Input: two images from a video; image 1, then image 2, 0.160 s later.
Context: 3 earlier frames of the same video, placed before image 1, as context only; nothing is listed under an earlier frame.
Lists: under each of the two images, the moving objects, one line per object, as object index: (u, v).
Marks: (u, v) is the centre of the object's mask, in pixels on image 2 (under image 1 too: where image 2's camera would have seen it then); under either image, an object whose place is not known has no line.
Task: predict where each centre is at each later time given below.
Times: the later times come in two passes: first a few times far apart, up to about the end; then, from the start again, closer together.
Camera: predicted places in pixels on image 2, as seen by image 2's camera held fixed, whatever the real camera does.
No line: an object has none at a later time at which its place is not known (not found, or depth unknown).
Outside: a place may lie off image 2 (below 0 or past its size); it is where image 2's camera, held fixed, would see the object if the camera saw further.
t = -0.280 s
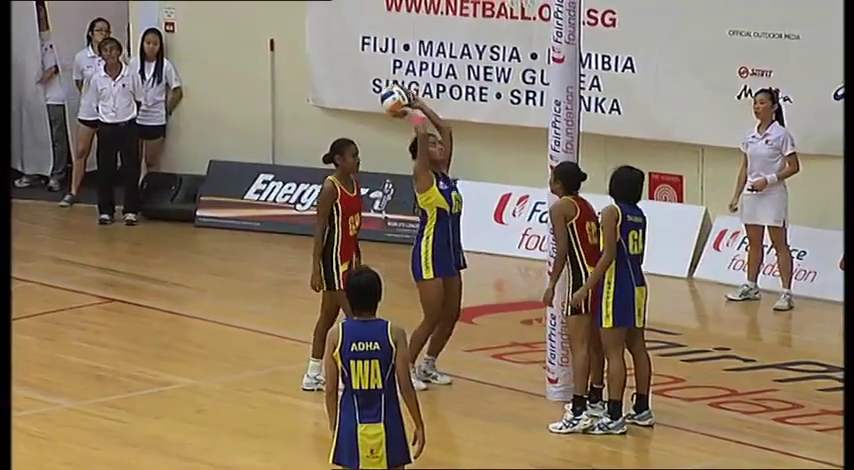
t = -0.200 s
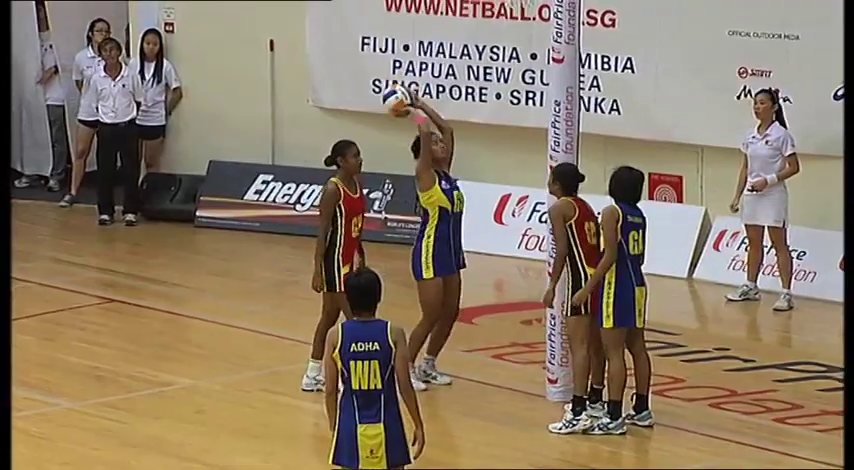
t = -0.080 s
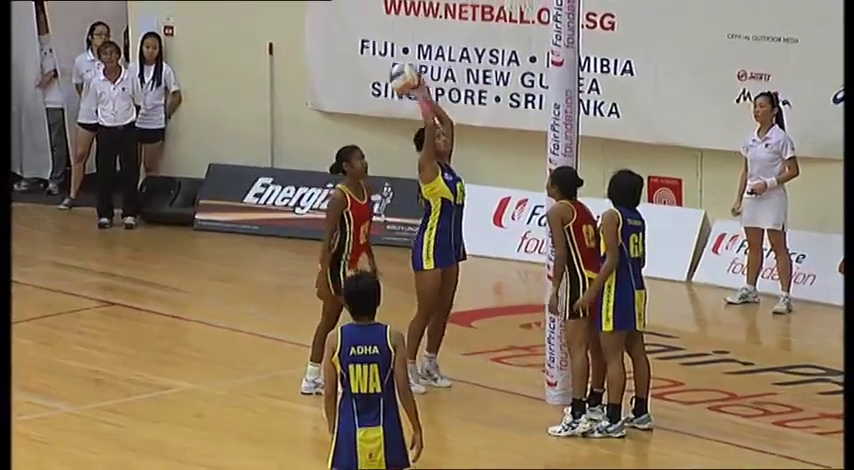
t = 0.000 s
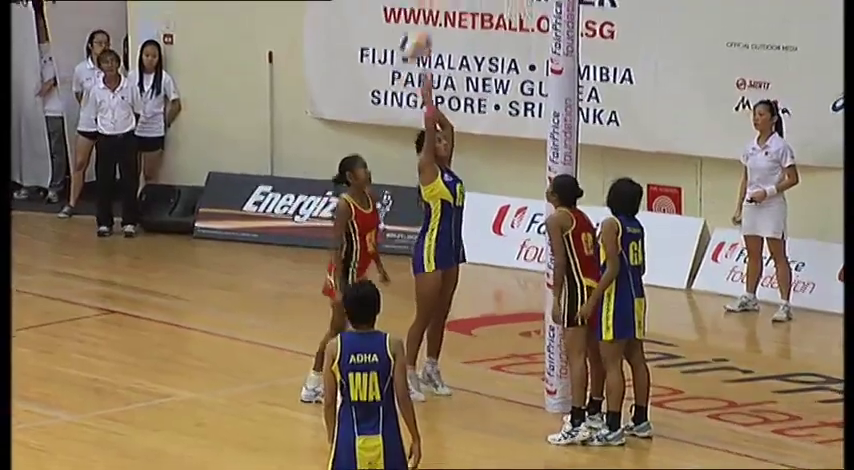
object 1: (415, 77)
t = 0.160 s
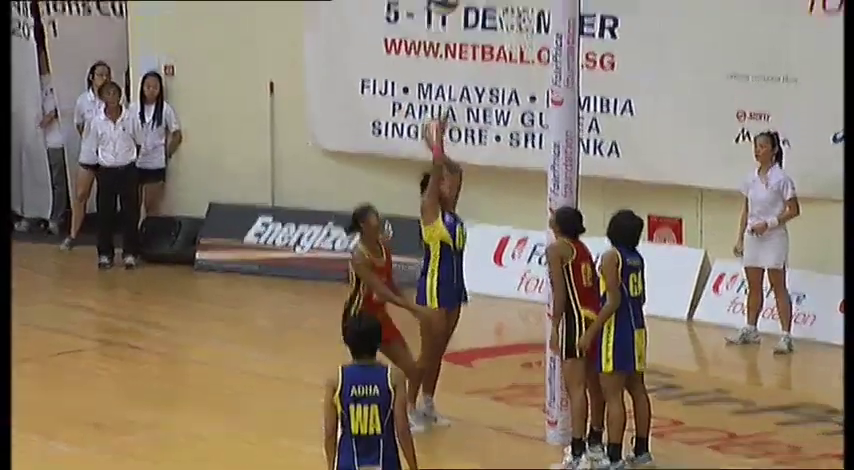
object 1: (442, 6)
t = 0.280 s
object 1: (463, -35)
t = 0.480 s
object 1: (497, -47)
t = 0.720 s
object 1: (529, 17)
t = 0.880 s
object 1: (520, 77)
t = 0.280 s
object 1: (463, -35)
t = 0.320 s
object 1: (470, -42)
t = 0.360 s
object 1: (477, -46)
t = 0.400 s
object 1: (483, -48)
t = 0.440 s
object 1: (491, -49)
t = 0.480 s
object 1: (497, -47)
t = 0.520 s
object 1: (504, -42)
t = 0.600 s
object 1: (518, -26)
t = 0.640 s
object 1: (525, -12)
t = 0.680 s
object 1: (529, 1)
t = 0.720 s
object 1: (529, 17)
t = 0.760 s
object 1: (526, 28)
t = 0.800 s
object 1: (526, 42)
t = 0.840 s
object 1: (523, 57)
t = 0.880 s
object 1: (520, 77)
